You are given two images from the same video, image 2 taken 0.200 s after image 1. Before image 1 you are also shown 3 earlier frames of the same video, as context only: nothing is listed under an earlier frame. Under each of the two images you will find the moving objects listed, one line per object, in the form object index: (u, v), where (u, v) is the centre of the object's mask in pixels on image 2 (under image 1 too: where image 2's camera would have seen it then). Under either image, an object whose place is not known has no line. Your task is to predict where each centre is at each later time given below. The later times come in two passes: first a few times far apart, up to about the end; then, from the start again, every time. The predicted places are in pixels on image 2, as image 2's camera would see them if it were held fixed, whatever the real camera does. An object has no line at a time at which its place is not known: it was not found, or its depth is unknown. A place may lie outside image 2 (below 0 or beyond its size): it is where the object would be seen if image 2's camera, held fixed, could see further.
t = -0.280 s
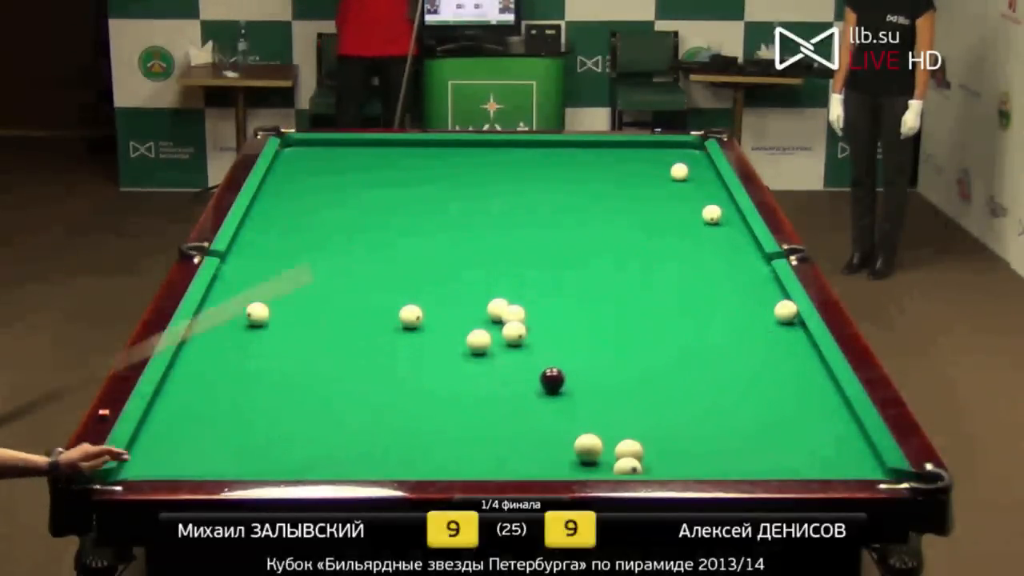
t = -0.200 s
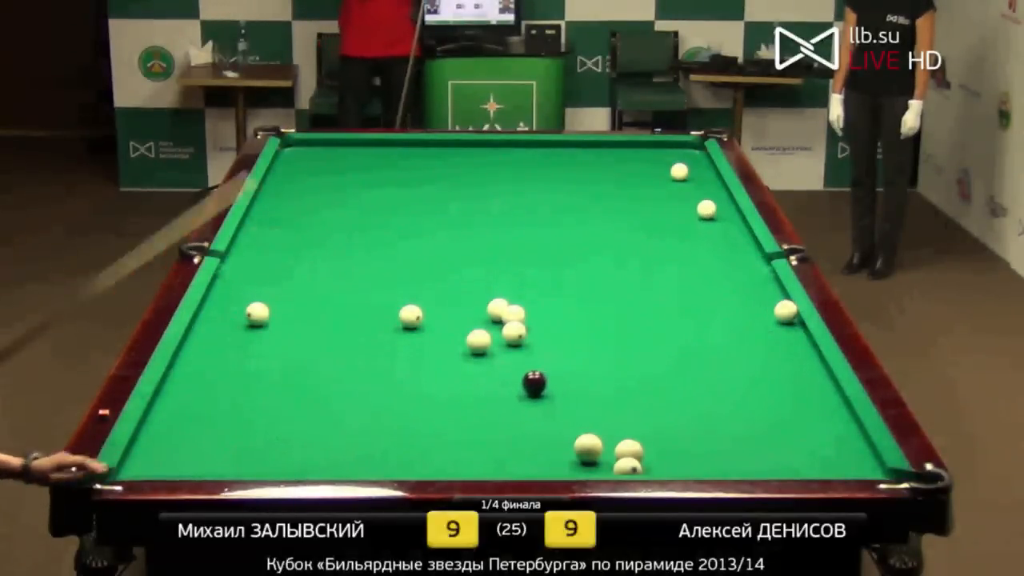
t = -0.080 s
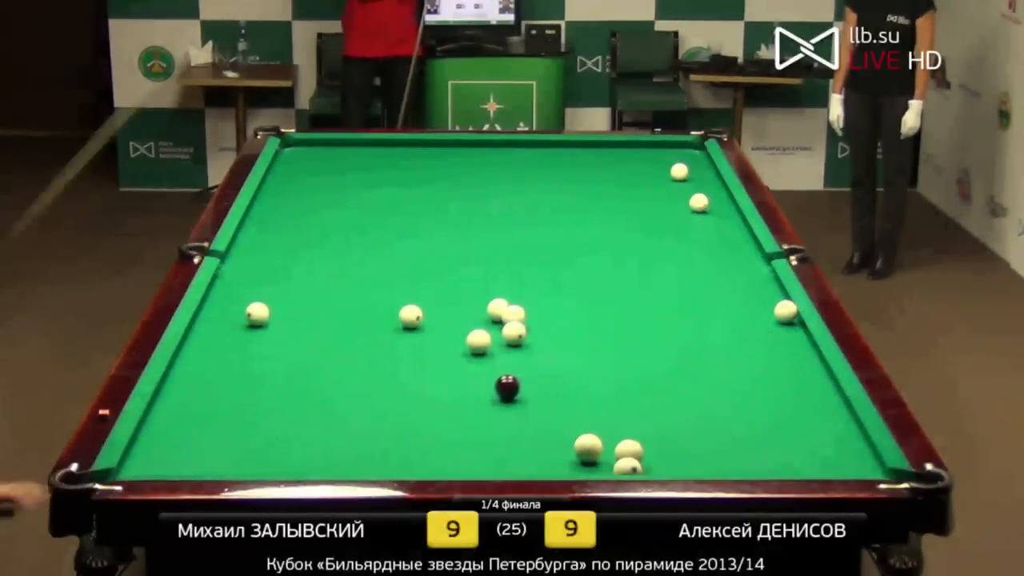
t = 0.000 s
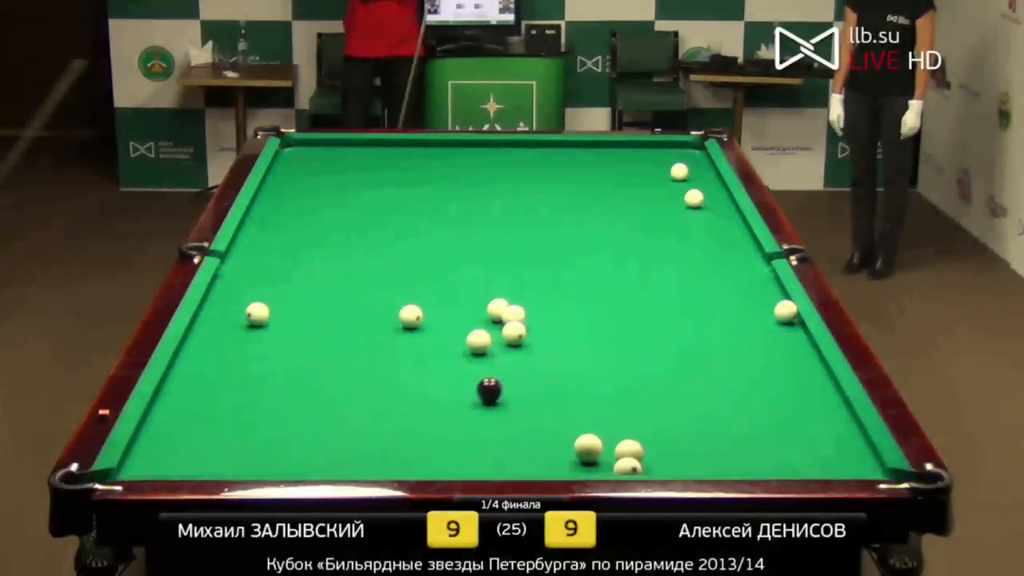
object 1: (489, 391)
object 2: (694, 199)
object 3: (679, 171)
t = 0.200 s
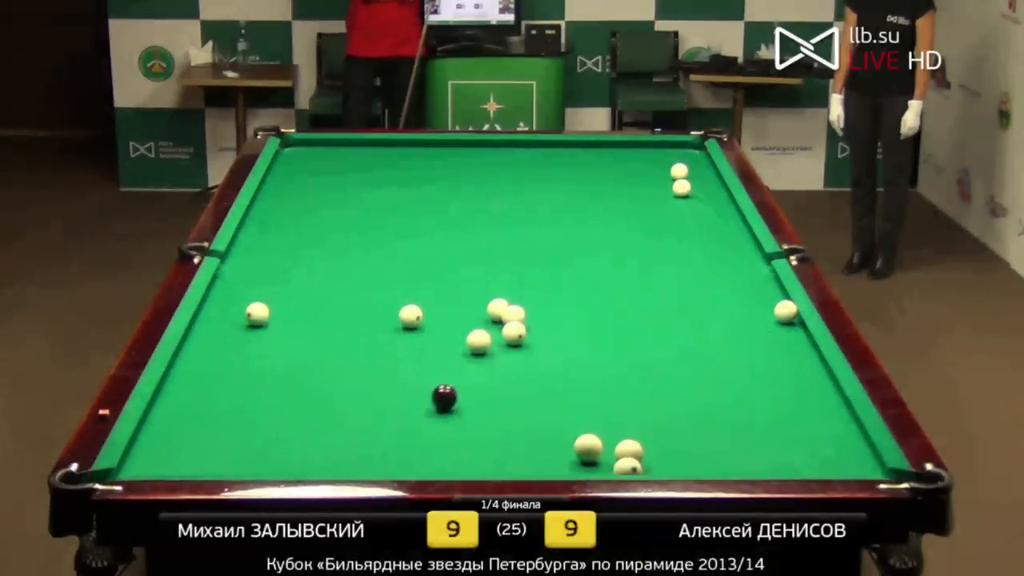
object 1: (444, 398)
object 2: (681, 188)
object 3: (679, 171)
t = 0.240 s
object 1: (435, 400)
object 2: (679, 186)
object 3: (679, 170)
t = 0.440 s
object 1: (390, 407)
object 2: (668, 176)
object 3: (681, 170)
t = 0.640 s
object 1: (344, 415)
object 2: (651, 168)
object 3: (684, 170)
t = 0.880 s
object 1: (290, 423)
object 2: (630, 160)
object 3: (692, 169)
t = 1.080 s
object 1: (245, 431)
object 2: (613, 153)
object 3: (697, 168)
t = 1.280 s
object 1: (200, 438)
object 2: (597, 147)
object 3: (702, 167)
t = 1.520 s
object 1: (145, 447)
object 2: (582, 144)
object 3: (708, 166)
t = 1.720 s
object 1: (159, 451)
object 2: (572, 148)
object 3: (705, 166)
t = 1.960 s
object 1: (185, 456)
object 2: (561, 152)
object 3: (703, 165)
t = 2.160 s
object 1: (205, 458)
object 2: (552, 155)
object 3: (701, 165)
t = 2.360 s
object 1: (224, 461)
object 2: (543, 158)
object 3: (700, 164)
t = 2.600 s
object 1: (245, 463)
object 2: (533, 162)
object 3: (699, 164)
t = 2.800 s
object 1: (262, 465)
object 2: (524, 165)
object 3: (699, 164)
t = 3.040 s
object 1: (282, 467)
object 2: (514, 169)
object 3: (698, 164)
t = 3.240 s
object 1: (296, 467)
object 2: (505, 172)
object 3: (698, 164)
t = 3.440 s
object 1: (308, 466)
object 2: (497, 174)
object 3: (698, 164)
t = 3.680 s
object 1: (321, 465)
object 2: (488, 178)
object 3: (698, 164)
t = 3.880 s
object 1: (330, 465)
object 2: (480, 180)
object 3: (698, 164)
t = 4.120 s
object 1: (339, 464)
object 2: (472, 183)
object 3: (698, 164)
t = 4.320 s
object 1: (345, 464)
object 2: (465, 185)
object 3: (698, 164)
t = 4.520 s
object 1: (350, 463)
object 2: (458, 187)
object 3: (698, 164)
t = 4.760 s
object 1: (354, 463)
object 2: (451, 190)
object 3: (698, 164)
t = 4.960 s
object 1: (356, 463)
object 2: (446, 191)
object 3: (698, 164)
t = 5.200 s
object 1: (358, 462)
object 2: (440, 193)
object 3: (698, 164)
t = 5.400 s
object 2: (435, 195)
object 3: (698, 164)
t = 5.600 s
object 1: (354, 463)
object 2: (430, 196)
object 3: (699, 164)
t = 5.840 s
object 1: (355, 463)
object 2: (426, 198)
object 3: (699, 164)
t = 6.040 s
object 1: (355, 463)
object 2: (423, 199)
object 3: (699, 164)
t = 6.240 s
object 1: (355, 463)
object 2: (420, 200)
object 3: (699, 164)
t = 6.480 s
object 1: (355, 463)
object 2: (417, 201)
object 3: (699, 164)
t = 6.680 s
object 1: (355, 463)
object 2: (416, 202)
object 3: (699, 164)
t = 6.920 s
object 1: (355, 463)
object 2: (414, 202)
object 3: (699, 164)
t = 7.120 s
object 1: (355, 463)
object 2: (413, 203)
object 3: (699, 164)
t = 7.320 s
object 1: (355, 463)
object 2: (413, 203)
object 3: (699, 164)
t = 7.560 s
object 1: (355, 463)
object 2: (413, 203)
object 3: (699, 164)
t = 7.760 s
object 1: (355, 463)
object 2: (413, 203)
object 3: (699, 164)
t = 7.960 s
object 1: (355, 463)
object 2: (413, 203)
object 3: (699, 164)
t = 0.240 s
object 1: (435, 400)
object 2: (679, 186)
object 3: (679, 170)
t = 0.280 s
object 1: (426, 401)
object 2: (677, 184)
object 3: (679, 170)
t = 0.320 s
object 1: (417, 403)
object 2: (674, 182)
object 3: (680, 169)
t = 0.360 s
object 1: (408, 404)
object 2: (672, 181)
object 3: (680, 169)
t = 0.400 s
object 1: (399, 405)
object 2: (670, 179)
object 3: (681, 169)
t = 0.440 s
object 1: (390, 407)
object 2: (668, 176)
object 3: (681, 170)
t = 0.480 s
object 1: (381, 409)
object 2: (665, 174)
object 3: (681, 171)
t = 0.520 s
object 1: (372, 410)
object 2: (662, 173)
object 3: (680, 171)
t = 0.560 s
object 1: (363, 412)
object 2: (658, 171)
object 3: (682, 171)
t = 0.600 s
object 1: (353, 413)
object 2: (655, 170)
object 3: (683, 170)
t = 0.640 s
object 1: (344, 415)
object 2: (651, 168)
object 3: (684, 170)
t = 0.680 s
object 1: (335, 416)
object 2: (647, 167)
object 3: (686, 170)
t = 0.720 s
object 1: (326, 418)
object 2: (644, 165)
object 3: (687, 170)
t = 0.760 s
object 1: (317, 419)
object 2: (640, 164)
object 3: (688, 170)
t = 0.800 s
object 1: (308, 421)
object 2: (637, 162)
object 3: (689, 169)
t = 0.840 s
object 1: (299, 422)
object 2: (633, 161)
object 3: (690, 169)
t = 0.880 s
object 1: (290, 423)
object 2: (630, 160)
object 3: (692, 169)
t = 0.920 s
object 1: (281, 425)
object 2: (626, 159)
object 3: (693, 169)
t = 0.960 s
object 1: (272, 426)
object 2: (623, 157)
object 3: (694, 169)
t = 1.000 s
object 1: (263, 428)
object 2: (620, 156)
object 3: (695, 168)
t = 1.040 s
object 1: (254, 430)
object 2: (616, 154)
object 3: (696, 168)
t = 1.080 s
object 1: (245, 431)
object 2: (613, 153)
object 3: (697, 168)
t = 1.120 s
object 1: (236, 432)
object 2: (610, 152)
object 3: (698, 168)
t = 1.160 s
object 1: (227, 434)
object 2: (606, 151)
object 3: (699, 168)
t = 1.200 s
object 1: (218, 435)
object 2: (604, 149)
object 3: (700, 167)
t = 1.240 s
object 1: (209, 437)
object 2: (600, 148)
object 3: (701, 167)
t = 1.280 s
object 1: (200, 438)
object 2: (597, 147)
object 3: (702, 167)
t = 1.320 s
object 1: (191, 440)
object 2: (594, 146)
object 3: (703, 167)
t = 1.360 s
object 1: (182, 441)
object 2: (591, 144)
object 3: (704, 167)
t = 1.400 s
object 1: (173, 443)
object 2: (588, 143)
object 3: (705, 166)
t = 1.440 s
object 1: (164, 444)
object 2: (585, 143)
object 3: (706, 166)
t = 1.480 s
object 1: (155, 446)
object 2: (583, 143)
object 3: (707, 166)
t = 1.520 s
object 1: (145, 447)
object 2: (582, 144)
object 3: (708, 166)
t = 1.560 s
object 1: (141, 449)
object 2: (580, 145)
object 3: (708, 166)
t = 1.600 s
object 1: (146, 449)
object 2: (578, 146)
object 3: (707, 166)
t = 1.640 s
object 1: (151, 450)
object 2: (576, 146)
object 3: (706, 166)
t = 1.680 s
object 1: (155, 451)
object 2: (574, 147)
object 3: (706, 165)
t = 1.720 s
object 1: (159, 451)
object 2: (572, 148)
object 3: (705, 166)
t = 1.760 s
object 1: (164, 452)
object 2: (571, 149)
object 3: (705, 165)
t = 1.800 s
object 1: (168, 453)
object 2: (568, 149)
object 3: (705, 165)
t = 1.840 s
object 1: (172, 453)
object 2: (567, 150)
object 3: (704, 165)
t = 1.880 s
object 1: (176, 454)
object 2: (565, 151)
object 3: (703, 165)
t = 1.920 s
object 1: (180, 455)
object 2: (563, 151)
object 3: (703, 165)
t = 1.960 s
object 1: (185, 456)
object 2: (561, 152)
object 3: (703, 165)
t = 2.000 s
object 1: (189, 457)
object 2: (559, 153)
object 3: (702, 165)
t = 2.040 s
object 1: (193, 457)
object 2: (558, 153)
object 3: (702, 165)
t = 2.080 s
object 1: (197, 457)
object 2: (556, 154)
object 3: (702, 165)
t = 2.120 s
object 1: (201, 458)
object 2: (554, 155)
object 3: (701, 165)
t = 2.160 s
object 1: (205, 458)
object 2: (552, 155)
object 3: (701, 165)
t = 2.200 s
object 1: (209, 459)
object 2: (550, 156)
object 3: (701, 165)
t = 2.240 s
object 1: (213, 460)
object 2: (548, 157)
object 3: (701, 164)
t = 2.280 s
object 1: (216, 460)
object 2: (547, 157)
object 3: (700, 164)
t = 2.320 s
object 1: (220, 460)
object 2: (545, 158)
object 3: (700, 164)
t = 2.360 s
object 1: (224, 461)
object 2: (543, 158)
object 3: (700, 164)
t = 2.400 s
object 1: (228, 461)
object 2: (541, 159)
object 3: (700, 164)
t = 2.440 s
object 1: (231, 462)
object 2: (540, 160)
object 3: (700, 164)
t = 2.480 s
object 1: (235, 462)
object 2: (538, 160)
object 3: (700, 164)
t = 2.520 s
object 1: (238, 462)
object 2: (536, 161)
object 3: (700, 164)
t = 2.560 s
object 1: (242, 463)
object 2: (534, 162)
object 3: (700, 164)
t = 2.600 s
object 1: (245, 463)
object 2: (533, 162)
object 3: (699, 164)
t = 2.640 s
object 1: (249, 463)
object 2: (531, 163)
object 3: (700, 164)
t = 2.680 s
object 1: (252, 464)
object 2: (529, 163)
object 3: (699, 164)
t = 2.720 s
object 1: (256, 464)
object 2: (528, 163)
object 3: (699, 164)
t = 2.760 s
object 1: (259, 465)
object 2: (526, 164)
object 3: (699, 164)
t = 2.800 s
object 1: (262, 465)
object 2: (524, 165)
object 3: (699, 164)
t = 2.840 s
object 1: (266, 465)
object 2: (522, 166)
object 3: (699, 164)
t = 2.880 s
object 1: (269, 466)
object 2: (521, 166)
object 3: (699, 164)
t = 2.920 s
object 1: (272, 466)
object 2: (519, 167)
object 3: (699, 164)
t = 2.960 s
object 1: (275, 466)
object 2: (517, 168)
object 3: (699, 164)
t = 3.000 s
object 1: (279, 466)
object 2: (515, 168)
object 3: (699, 164)
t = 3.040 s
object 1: (282, 467)
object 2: (514, 169)
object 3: (698, 164)
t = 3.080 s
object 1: (285, 467)
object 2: (512, 169)
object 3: (698, 164)
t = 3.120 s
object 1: (288, 467)
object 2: (511, 170)
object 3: (698, 164)
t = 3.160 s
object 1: (291, 467)
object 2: (509, 171)
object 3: (698, 164)
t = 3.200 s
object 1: (294, 467)
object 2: (507, 171)
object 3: (698, 164)
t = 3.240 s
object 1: (296, 467)
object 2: (505, 172)
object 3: (698, 164)
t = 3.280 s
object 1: (299, 467)
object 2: (503, 172)
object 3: (698, 164)
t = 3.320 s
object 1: (301, 466)
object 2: (502, 173)
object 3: (698, 164)
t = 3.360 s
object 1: (303, 467)
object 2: (500, 174)
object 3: (698, 164)
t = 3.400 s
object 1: (306, 466)
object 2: (499, 174)
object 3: (698, 164)
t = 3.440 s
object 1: (308, 466)
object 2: (497, 174)
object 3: (698, 164)
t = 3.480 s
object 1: (310, 466)
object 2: (495, 175)
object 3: (698, 164)
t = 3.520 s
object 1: (313, 466)
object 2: (494, 175)
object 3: (698, 164)
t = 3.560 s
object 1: (315, 466)
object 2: (492, 176)
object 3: (698, 164)
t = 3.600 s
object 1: (317, 465)
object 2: (491, 177)
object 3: (698, 164)
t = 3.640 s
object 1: (319, 465)
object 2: (489, 177)
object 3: (698, 164)
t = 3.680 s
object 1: (321, 465)
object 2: (488, 178)
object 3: (698, 164)
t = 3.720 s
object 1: (323, 465)
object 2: (486, 178)
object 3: (698, 164)
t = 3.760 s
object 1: (325, 465)
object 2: (485, 179)
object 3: (698, 164)
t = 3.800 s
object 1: (326, 465)
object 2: (483, 179)
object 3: (698, 164)
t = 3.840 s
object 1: (328, 465)
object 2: (482, 180)
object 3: (698, 164)
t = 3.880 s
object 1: (330, 465)
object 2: (480, 180)
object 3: (698, 164)
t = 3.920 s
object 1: (332, 465)
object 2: (479, 181)
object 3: (698, 164)
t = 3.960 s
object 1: (333, 464)
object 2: (477, 181)
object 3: (698, 164)
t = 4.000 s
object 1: (335, 464)
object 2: (476, 182)
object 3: (698, 164)
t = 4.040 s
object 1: (336, 464)
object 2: (475, 182)
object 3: (698, 164)
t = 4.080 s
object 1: (337, 464)
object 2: (473, 183)
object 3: (698, 164)
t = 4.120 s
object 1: (339, 464)
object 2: (472, 183)
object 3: (698, 164)
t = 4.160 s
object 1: (340, 464)
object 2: (470, 183)
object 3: (698, 164)
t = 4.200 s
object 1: (341, 464)
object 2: (469, 184)
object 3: (698, 164)
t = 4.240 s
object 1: (343, 464)
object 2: (468, 184)
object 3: (698, 164)
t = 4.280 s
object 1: (344, 464)
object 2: (466, 185)
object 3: (698, 164)
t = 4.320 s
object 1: (345, 464)
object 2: (465, 185)
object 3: (698, 164)
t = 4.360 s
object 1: (346, 464)
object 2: (464, 186)
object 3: (698, 164)
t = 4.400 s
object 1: (347, 464)
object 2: (462, 186)
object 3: (698, 164)
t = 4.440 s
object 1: (348, 463)
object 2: (461, 186)
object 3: (698, 164)
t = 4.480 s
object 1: (349, 463)
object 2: (460, 187)
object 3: (698, 164)
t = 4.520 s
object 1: (350, 463)
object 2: (458, 187)
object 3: (698, 164)
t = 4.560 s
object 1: (350, 463)
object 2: (457, 187)
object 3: (698, 164)
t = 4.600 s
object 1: (351, 463)
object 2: (456, 188)
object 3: (698, 164)
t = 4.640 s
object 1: (352, 463)
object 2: (455, 188)
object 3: (699, 164)
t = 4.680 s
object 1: (353, 463)
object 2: (454, 189)
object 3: (698, 164)
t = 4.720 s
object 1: (353, 463)
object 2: (453, 189)
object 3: (698, 164)
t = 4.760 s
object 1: (354, 463)
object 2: (451, 190)
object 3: (698, 164)
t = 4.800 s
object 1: (354, 463)
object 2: (450, 190)
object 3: (698, 164)
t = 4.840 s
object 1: (355, 463)
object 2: (449, 190)
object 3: (698, 164)
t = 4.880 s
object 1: (355, 463)
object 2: (448, 191)
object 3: (699, 164)
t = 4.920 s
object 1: (355, 463)
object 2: (447, 191)
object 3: (698, 164)
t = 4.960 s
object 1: (356, 463)
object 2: (446, 191)
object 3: (698, 164)
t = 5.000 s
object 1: (356, 463)
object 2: (445, 192)
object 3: (698, 164)
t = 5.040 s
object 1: (356, 463)
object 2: (444, 192)
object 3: (698, 164)
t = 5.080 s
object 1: (356, 463)
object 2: (443, 192)
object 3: (698, 164)
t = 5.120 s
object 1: (356, 463)
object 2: (442, 192)
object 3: (698, 164)
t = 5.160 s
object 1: (356, 463)
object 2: (441, 193)
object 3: (698, 164)
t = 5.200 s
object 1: (358, 462)
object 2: (440, 193)
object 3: (698, 164)
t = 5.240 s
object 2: (438, 194)
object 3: (698, 164)
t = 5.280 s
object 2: (438, 194)
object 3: (698, 164)
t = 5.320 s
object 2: (437, 194)
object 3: (698, 164)
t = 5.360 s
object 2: (436, 195)
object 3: (698, 164)
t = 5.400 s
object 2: (435, 195)
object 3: (698, 164)
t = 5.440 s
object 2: (434, 195)
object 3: (698, 164)
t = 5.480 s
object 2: (433, 195)
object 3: (698, 164)
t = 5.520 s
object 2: (432, 196)
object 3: (699, 164)
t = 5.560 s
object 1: (348, 464)
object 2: (431, 196)
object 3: (699, 164)
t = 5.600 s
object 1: (354, 463)
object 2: (430, 196)
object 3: (699, 164)
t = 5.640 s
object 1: (355, 464)
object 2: (430, 197)
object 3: (699, 164)
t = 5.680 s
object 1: (355, 464)
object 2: (429, 197)
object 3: (699, 164)
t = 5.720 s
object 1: (355, 463)
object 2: (428, 197)
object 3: (699, 164)
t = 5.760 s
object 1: (355, 464)
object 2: (427, 197)
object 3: (699, 164)
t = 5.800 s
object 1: (355, 463)
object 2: (426, 198)
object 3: (699, 164)
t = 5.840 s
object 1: (355, 463)
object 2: (426, 198)
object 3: (699, 164)
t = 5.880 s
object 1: (355, 463)
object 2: (425, 198)
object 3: (699, 164)
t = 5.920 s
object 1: (355, 463)
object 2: (424, 198)
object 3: (699, 164)
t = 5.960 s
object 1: (355, 463)
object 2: (424, 198)
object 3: (699, 164)
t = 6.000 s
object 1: (355, 463)
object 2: (423, 199)
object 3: (699, 164)
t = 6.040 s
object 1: (355, 463)
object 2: (423, 199)
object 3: (699, 164)
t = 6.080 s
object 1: (355, 463)
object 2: (422, 199)
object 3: (699, 164)
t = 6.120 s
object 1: (355, 463)
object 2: (421, 199)
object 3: (699, 164)
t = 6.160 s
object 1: (355, 463)
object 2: (421, 200)
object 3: (699, 164)
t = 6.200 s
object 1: (355, 463)
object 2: (420, 200)
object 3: (699, 164)
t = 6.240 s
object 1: (355, 463)
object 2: (420, 200)
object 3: (699, 164)
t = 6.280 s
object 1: (355, 463)
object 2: (419, 200)
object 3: (699, 164)
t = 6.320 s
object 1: (355, 463)
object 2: (419, 200)
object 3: (699, 164)
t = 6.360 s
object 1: (355, 463)
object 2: (418, 201)
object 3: (699, 164)
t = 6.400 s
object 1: (355, 463)
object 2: (418, 201)
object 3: (699, 164)
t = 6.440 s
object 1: (355, 463)
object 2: (418, 201)
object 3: (699, 164)
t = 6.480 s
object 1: (355, 463)
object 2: (417, 201)
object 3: (699, 164)
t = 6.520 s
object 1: (355, 463)
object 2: (417, 201)
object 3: (699, 164)
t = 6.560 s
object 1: (355, 463)
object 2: (416, 201)
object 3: (699, 164)
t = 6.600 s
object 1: (355, 463)
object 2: (416, 202)
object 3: (699, 164)
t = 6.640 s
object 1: (355, 463)
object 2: (416, 202)
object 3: (699, 164)
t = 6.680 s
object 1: (355, 463)
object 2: (416, 202)
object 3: (699, 164)
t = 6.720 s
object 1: (355, 463)
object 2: (415, 202)
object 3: (699, 164)
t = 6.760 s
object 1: (355, 463)
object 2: (415, 202)
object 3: (699, 164)
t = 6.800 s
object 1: (355, 463)
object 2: (415, 202)
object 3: (699, 164)
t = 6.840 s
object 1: (355, 463)
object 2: (414, 202)
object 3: (699, 164)
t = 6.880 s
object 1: (355, 463)
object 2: (414, 202)
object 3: (699, 164)
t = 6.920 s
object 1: (355, 463)
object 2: (414, 202)
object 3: (699, 164)
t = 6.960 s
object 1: (355, 463)
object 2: (414, 202)
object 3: (699, 164)
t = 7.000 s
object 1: (355, 463)
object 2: (414, 202)
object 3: (699, 164)
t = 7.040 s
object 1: (355, 463)
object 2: (413, 202)
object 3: (699, 164)
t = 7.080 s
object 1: (355, 463)
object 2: (413, 202)
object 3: (699, 164)
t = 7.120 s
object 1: (355, 463)
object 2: (413, 203)
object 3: (699, 164)
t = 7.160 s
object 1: (355, 463)
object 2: (413, 202)
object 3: (699, 164)
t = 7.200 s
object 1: (355, 463)
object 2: (413, 202)
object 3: (699, 164)
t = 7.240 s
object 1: (355, 463)
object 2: (413, 203)
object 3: (699, 164)
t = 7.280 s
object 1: (355, 463)
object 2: (413, 203)
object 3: (699, 164)
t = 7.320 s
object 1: (355, 463)
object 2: (413, 203)
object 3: (699, 164)
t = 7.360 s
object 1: (355, 463)
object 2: (413, 203)
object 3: (699, 164)
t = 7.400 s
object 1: (355, 463)
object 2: (413, 203)
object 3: (699, 164)
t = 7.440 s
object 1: (355, 463)
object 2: (413, 203)
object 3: (699, 164)
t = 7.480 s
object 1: (355, 463)
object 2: (413, 203)
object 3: (699, 164)
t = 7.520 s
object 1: (355, 463)
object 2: (413, 203)
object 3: (698, 164)
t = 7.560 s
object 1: (355, 463)
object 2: (413, 203)
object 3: (699, 164)
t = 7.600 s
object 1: (355, 463)
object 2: (413, 203)
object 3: (699, 164)
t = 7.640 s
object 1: (355, 463)
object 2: (413, 203)
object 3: (699, 164)
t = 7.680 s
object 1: (355, 463)
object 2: (413, 203)
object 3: (699, 164)
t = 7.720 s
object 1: (355, 463)
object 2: (413, 203)
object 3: (699, 164)
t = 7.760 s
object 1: (355, 463)
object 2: (413, 203)
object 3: (699, 164)
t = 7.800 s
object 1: (355, 463)
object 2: (413, 203)
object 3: (699, 164)
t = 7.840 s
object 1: (355, 463)
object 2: (413, 203)
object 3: (699, 164)
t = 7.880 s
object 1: (355, 463)
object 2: (413, 203)
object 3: (699, 164)
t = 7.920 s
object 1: (355, 463)
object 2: (413, 203)
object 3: (699, 164)
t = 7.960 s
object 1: (355, 463)
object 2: (413, 203)
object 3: (699, 164)
